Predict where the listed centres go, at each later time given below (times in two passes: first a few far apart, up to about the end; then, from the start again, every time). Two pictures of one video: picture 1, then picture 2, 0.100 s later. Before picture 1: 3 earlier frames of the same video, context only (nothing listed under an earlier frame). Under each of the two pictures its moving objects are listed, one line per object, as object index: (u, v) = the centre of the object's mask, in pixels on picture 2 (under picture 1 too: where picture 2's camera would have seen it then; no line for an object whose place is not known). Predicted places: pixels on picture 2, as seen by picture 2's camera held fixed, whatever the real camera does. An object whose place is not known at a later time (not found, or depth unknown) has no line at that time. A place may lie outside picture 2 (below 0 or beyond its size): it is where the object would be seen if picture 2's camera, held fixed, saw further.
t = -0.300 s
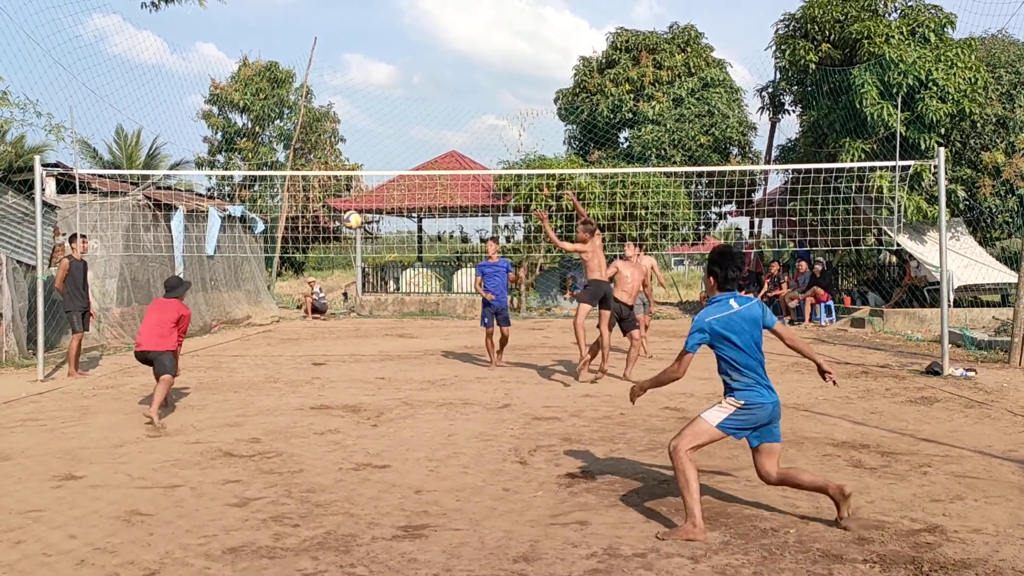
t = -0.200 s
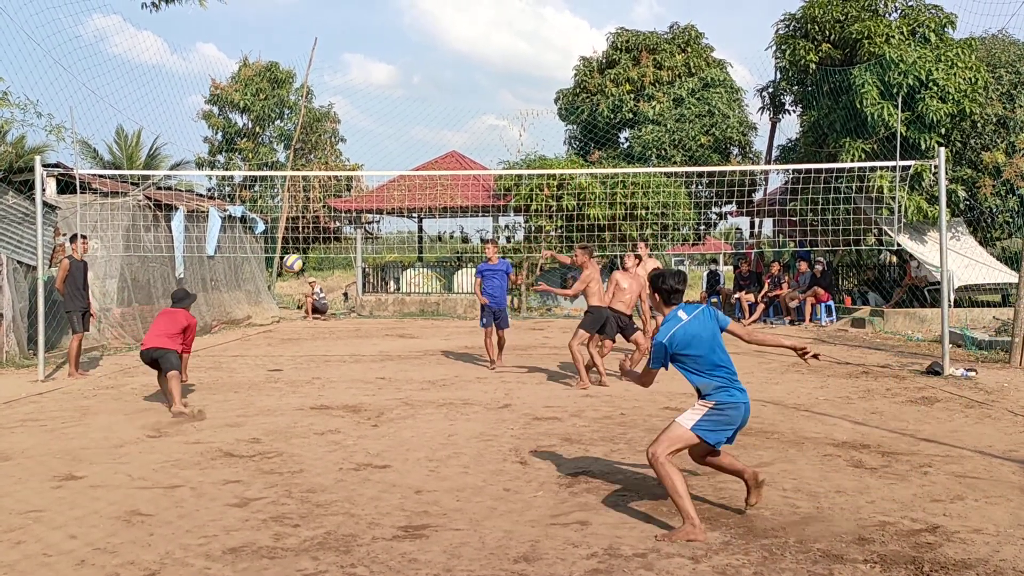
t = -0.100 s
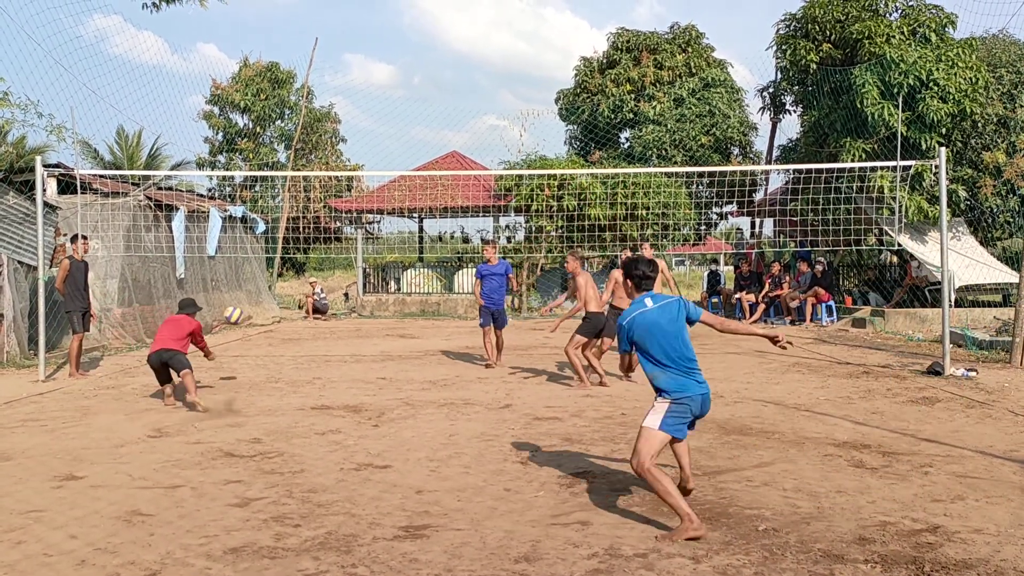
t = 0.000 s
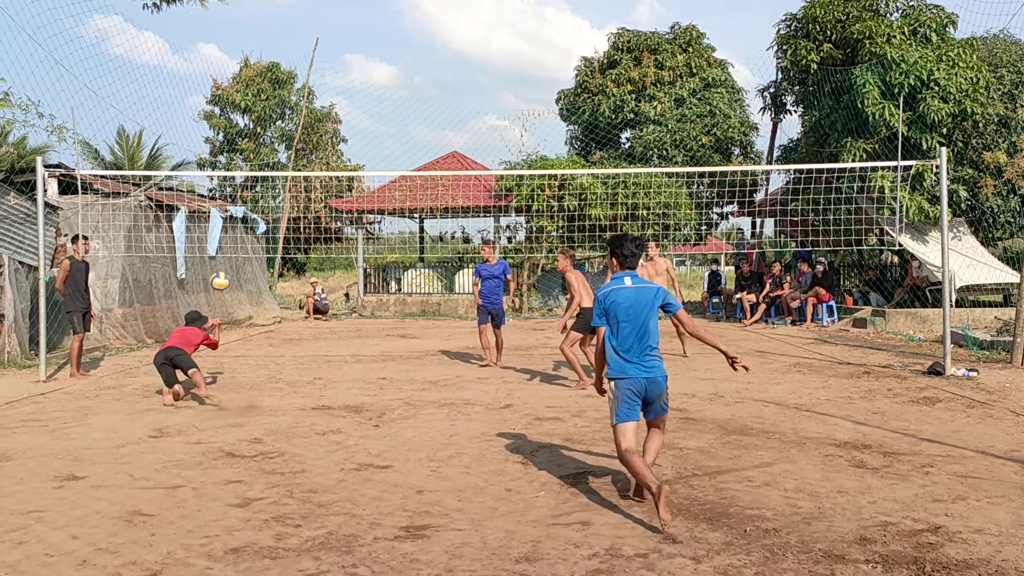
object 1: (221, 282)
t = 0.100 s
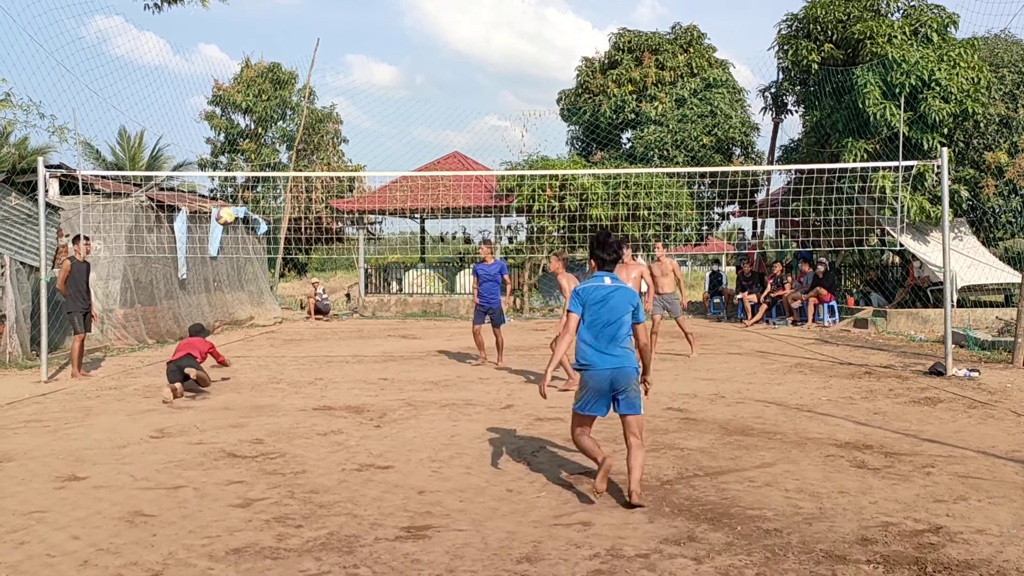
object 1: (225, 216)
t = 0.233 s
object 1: (229, 144)
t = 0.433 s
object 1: (234, 66)
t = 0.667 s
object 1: (240, 19)
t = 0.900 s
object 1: (247, 21)
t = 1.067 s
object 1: (253, 54)
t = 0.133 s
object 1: (227, 197)
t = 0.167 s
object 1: (227, 178)
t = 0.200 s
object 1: (228, 161)
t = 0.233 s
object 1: (229, 144)
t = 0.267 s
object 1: (230, 128)
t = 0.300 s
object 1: (231, 114)
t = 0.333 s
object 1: (232, 100)
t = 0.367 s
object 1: (233, 88)
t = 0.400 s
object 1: (233, 76)
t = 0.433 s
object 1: (234, 66)
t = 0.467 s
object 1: (235, 56)
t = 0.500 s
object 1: (236, 47)
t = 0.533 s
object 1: (237, 40)
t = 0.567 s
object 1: (238, 33)
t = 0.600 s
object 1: (239, 27)
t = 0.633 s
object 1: (239, 22)
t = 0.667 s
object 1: (240, 19)
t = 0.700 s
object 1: (241, 16)
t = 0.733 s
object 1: (242, 14)
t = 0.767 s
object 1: (243, 14)
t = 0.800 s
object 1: (244, 14)
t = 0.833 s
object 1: (245, 15)
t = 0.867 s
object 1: (246, 18)
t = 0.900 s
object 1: (247, 21)
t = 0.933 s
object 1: (248, 25)
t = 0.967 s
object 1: (249, 31)
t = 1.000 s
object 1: (250, 38)
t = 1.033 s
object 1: (252, 45)
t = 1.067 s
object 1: (253, 54)
